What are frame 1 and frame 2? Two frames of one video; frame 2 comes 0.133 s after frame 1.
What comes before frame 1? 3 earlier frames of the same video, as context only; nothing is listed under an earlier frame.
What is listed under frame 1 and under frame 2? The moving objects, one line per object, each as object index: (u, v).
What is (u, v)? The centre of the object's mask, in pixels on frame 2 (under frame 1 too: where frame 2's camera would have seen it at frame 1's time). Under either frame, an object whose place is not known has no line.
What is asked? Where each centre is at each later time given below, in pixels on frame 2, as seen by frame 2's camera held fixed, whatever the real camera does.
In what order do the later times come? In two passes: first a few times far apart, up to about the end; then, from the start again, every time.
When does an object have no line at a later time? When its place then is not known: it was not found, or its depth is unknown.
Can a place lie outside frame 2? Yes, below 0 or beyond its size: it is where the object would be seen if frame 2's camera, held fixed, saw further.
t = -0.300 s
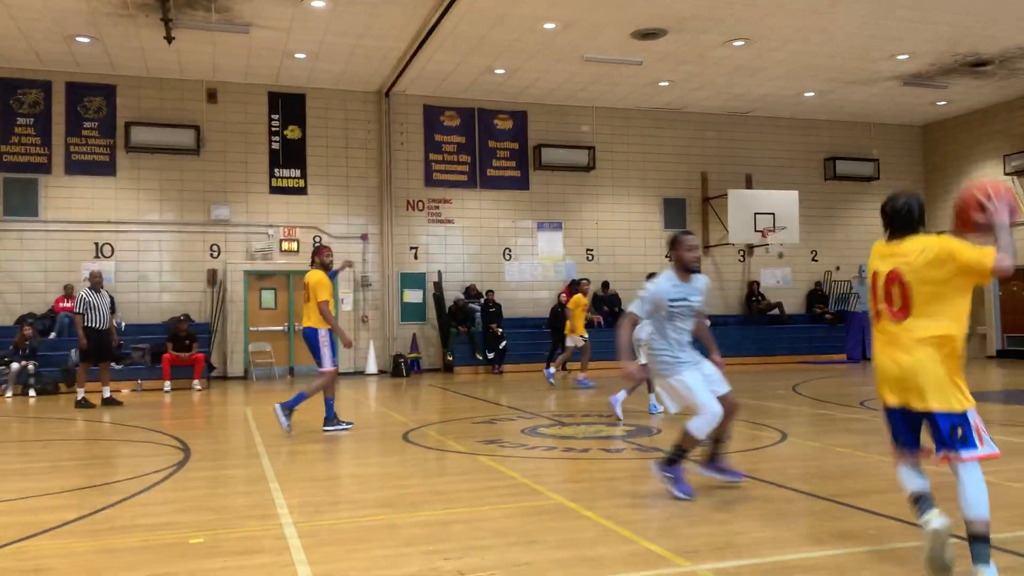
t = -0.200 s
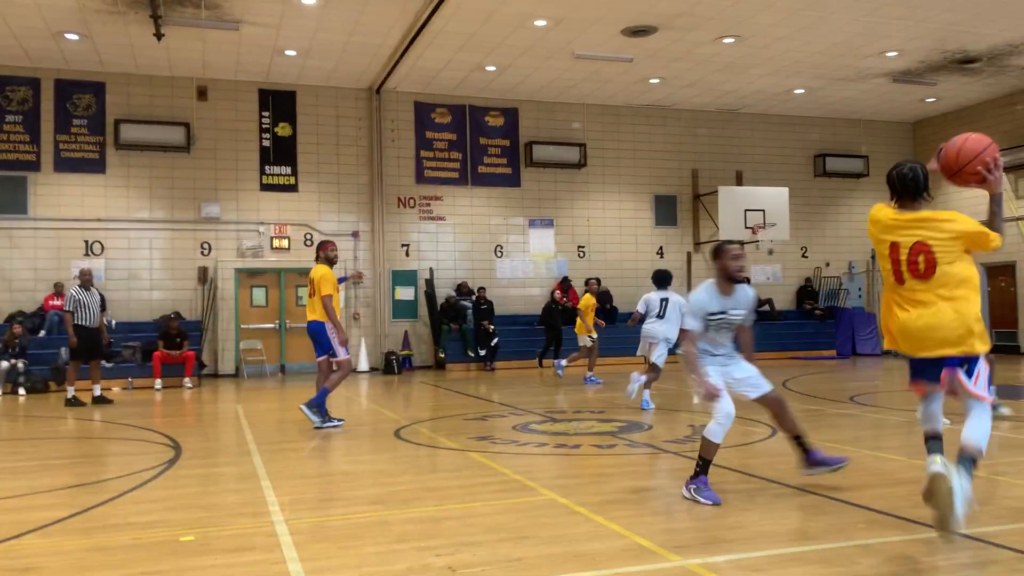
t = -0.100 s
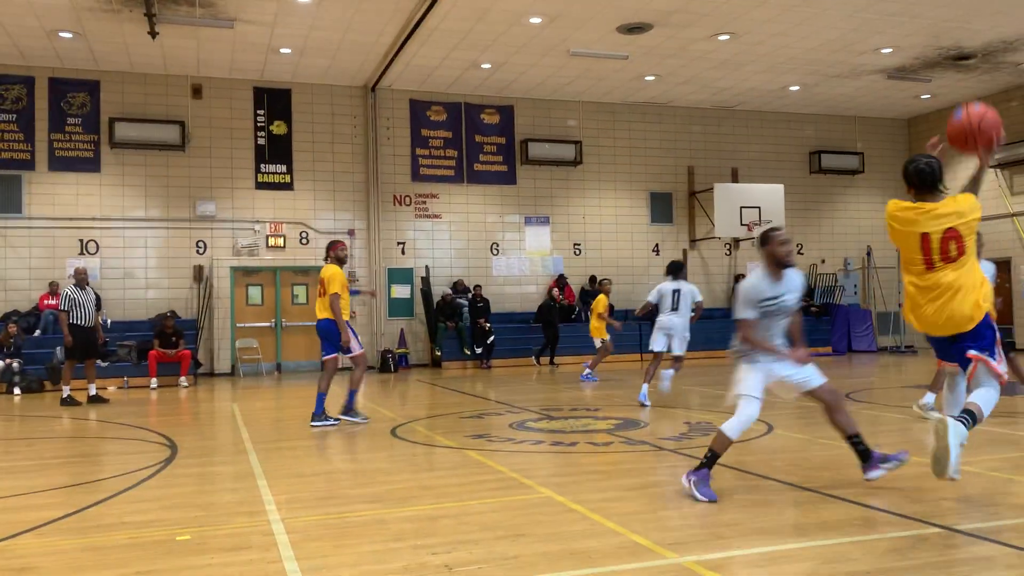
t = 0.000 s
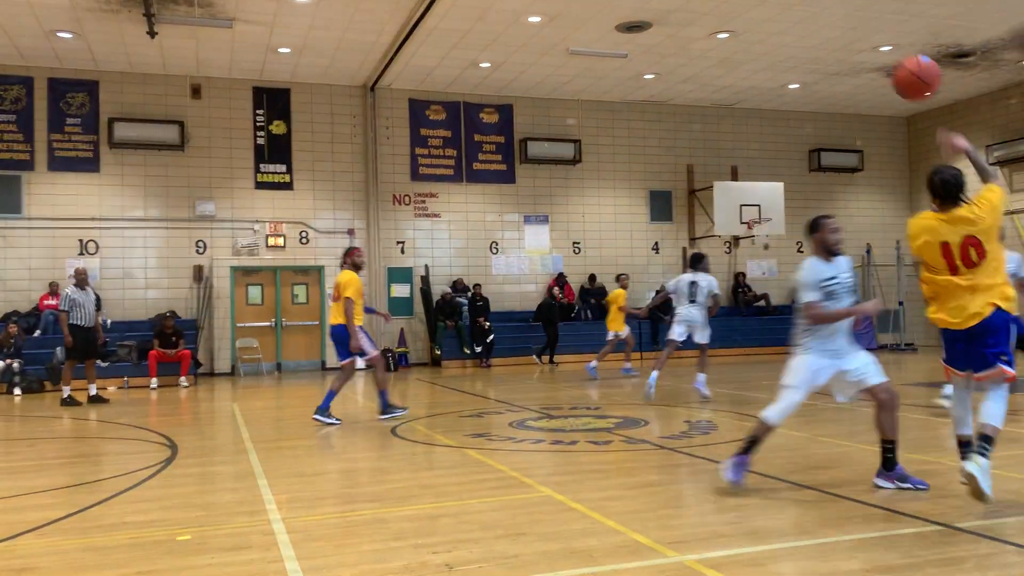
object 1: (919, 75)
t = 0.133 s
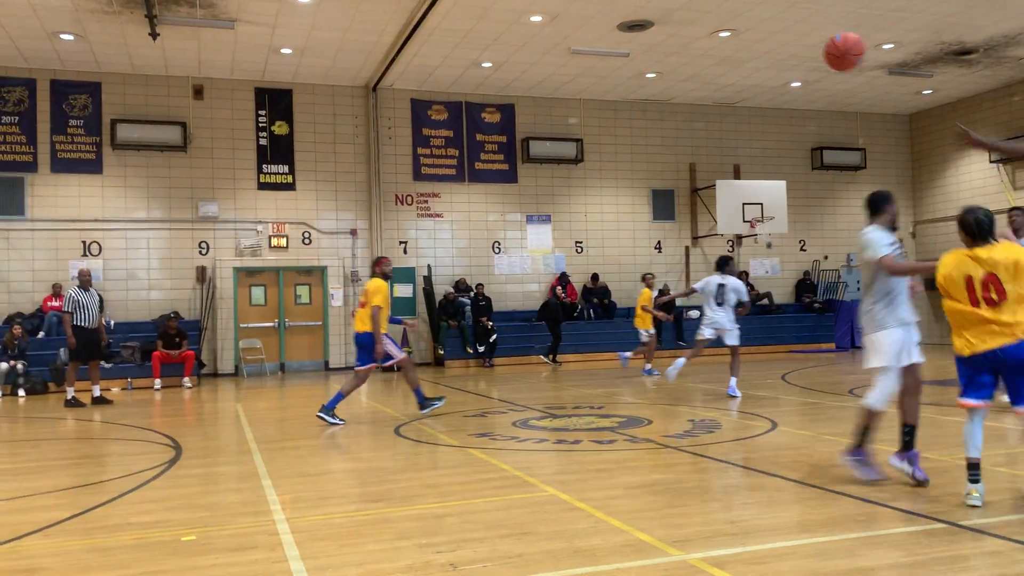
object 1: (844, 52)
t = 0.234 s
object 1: (801, 54)
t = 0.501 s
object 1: (722, 111)
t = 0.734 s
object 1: (676, 200)
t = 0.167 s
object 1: (829, 51)
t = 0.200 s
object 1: (815, 51)
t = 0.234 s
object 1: (801, 54)
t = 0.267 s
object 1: (789, 57)
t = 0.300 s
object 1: (778, 62)
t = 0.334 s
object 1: (767, 67)
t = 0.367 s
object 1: (756, 74)
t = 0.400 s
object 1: (747, 82)
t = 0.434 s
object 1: (738, 92)
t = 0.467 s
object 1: (730, 100)
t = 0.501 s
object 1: (722, 111)
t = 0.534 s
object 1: (714, 121)
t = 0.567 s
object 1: (707, 133)
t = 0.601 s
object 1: (700, 145)
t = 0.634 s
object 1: (694, 158)
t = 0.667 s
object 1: (689, 171)
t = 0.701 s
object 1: (682, 186)
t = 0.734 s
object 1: (676, 200)
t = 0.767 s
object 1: (671, 214)
